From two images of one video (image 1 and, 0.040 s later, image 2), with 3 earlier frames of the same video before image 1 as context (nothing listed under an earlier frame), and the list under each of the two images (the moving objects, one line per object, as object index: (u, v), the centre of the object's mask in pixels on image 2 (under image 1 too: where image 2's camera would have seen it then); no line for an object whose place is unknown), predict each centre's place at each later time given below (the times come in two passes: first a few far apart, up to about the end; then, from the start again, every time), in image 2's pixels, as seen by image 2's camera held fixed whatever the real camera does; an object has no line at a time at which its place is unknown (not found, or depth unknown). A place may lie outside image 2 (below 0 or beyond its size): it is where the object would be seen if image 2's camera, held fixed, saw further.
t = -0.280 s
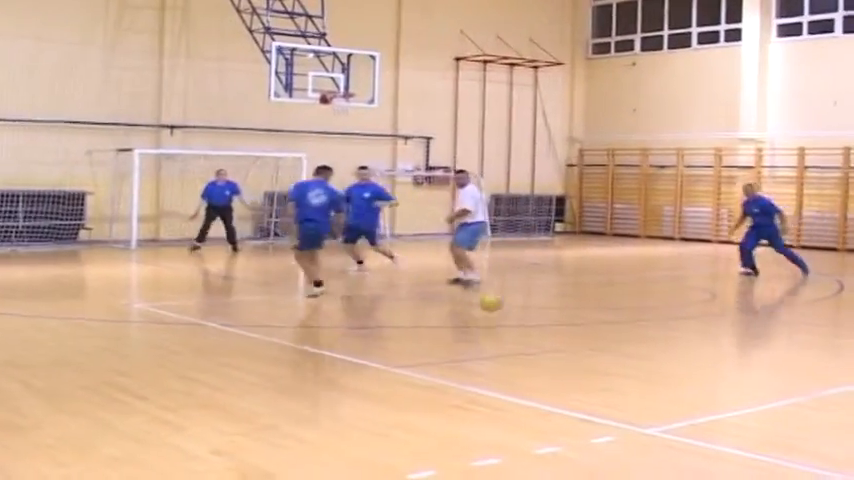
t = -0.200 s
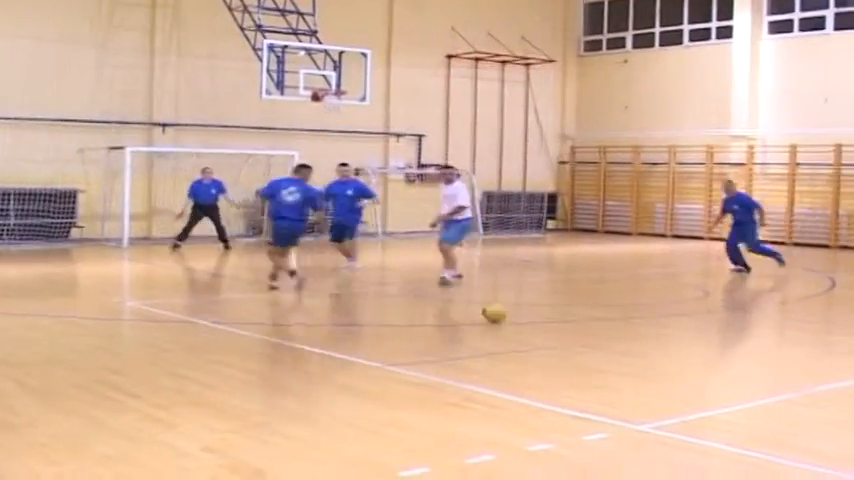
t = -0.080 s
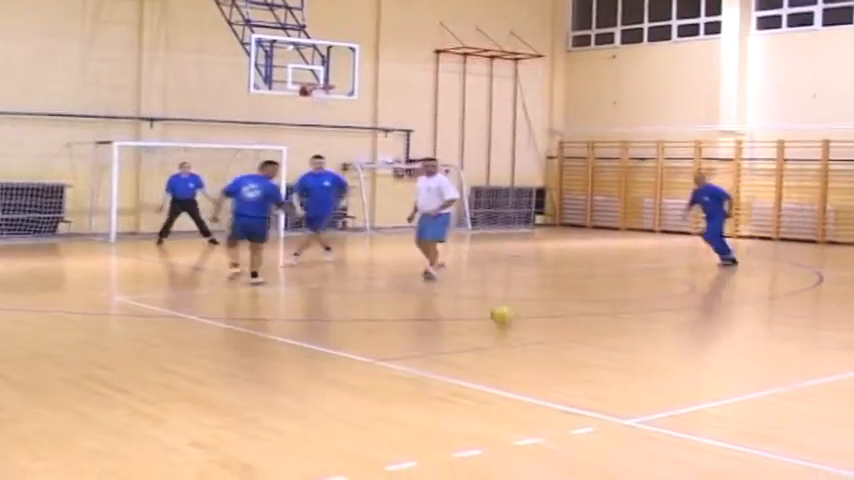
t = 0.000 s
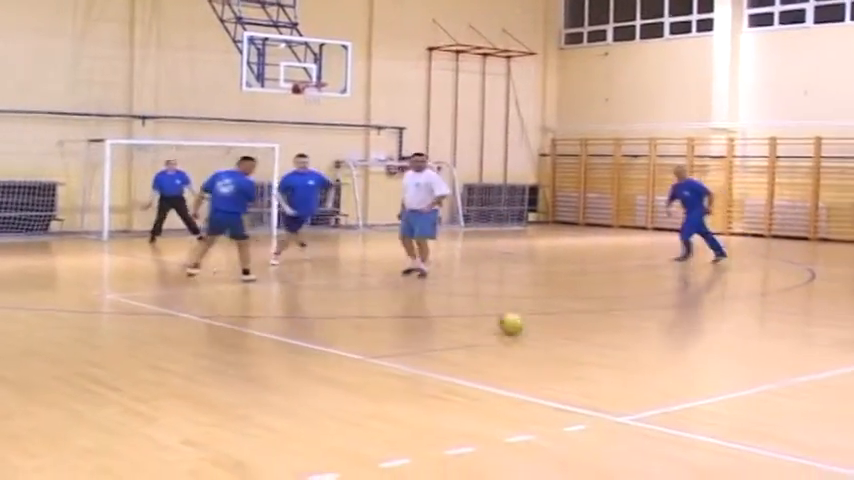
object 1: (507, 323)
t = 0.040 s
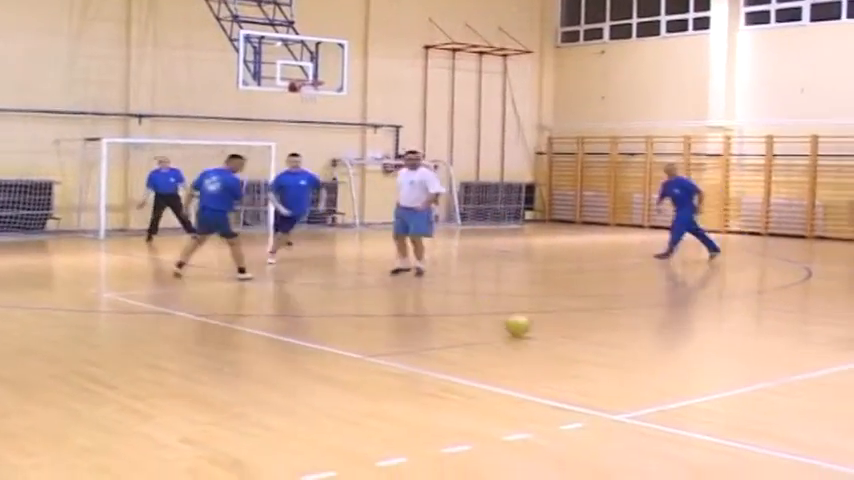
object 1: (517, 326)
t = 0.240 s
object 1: (567, 354)
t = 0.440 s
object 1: (638, 390)
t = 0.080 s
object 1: (525, 334)
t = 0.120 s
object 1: (535, 337)
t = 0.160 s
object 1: (546, 340)
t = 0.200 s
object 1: (556, 345)
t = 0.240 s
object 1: (567, 354)
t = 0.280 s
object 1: (580, 360)
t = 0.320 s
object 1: (593, 367)
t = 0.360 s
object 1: (607, 374)
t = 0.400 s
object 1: (622, 382)
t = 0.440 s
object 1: (638, 390)
